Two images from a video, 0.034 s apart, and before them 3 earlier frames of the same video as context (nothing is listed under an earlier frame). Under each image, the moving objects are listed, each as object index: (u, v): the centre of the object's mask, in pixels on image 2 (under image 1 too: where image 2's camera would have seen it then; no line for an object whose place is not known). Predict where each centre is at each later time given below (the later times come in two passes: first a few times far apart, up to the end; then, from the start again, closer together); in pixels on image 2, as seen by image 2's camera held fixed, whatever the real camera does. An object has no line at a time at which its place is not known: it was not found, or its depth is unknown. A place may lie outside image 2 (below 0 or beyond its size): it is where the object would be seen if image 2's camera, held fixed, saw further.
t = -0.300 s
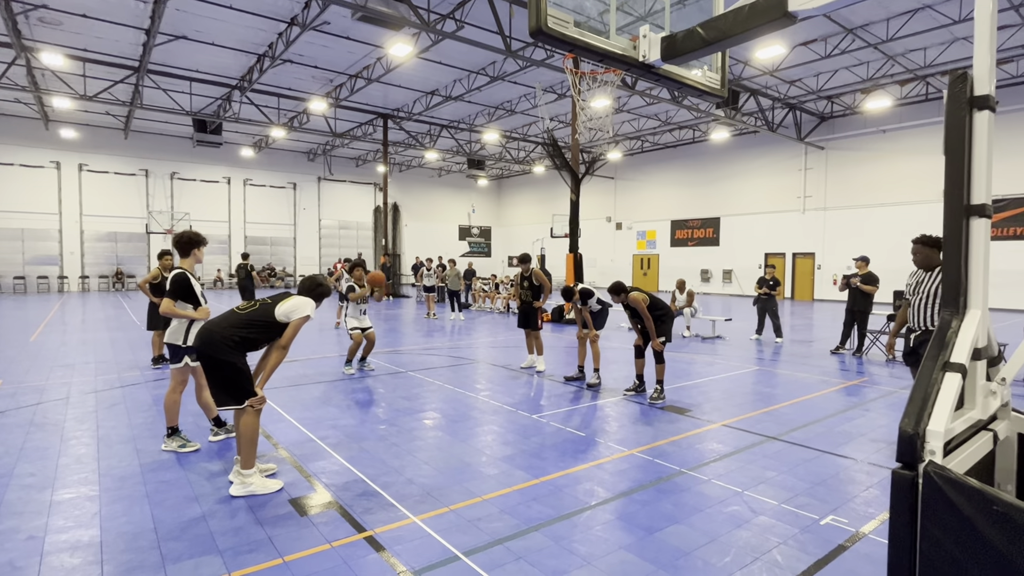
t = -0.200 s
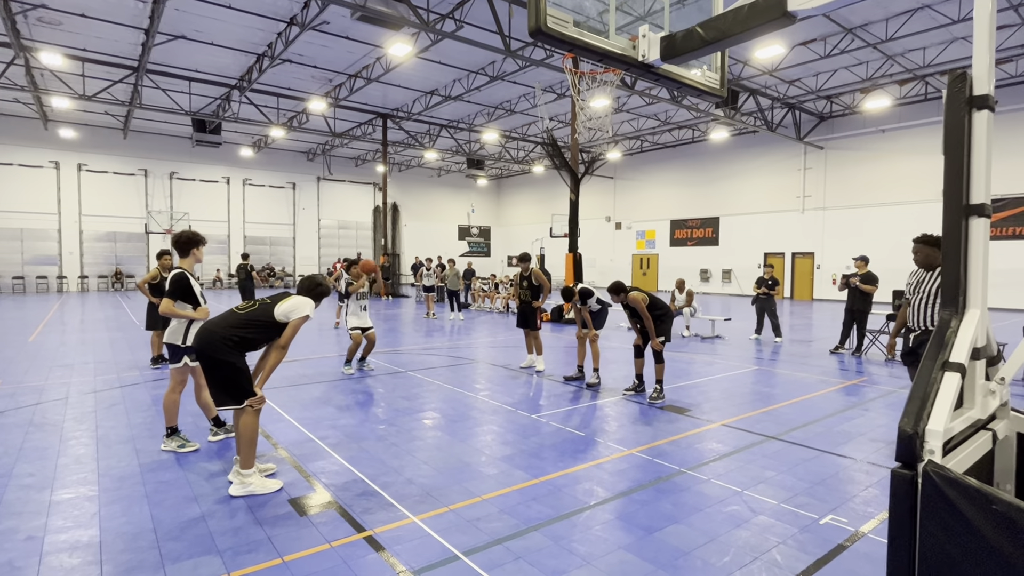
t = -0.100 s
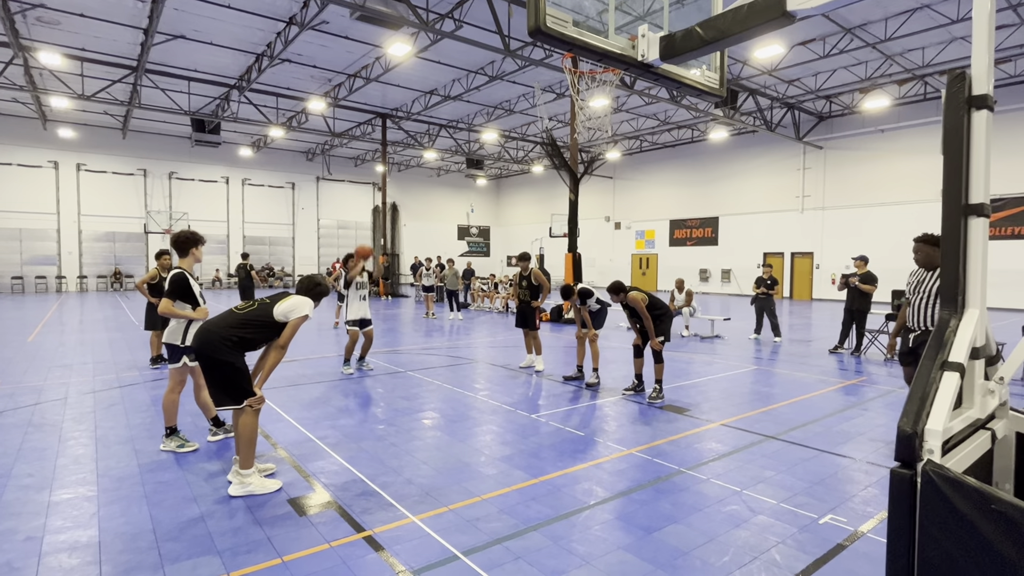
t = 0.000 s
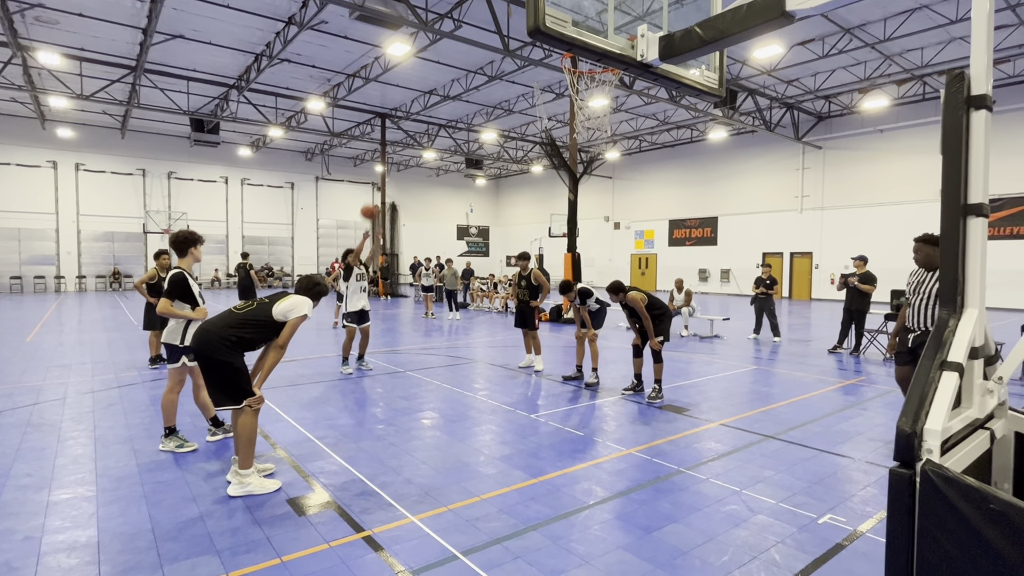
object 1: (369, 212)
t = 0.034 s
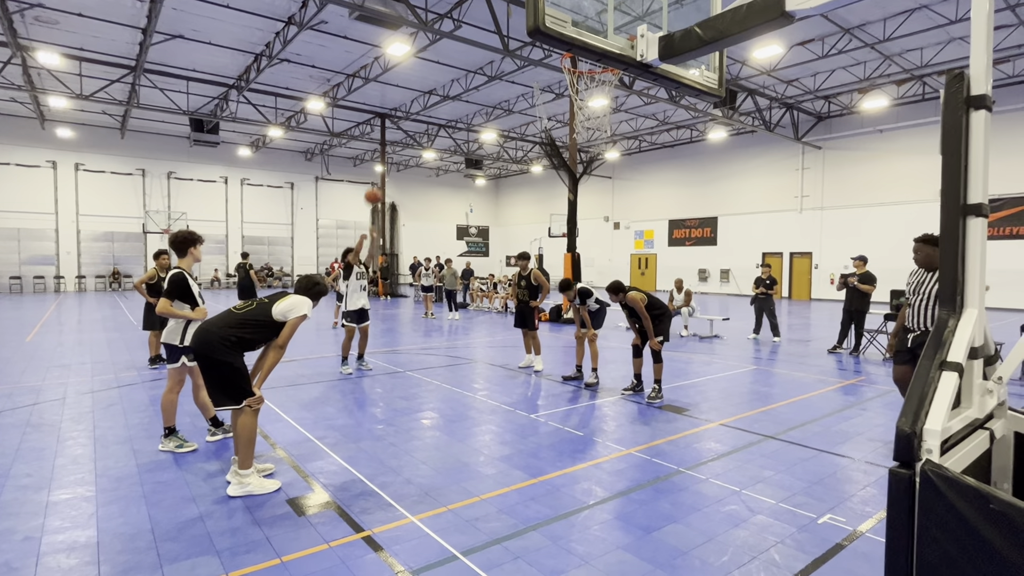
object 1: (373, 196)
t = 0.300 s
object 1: (414, 92)
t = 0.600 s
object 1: (474, 18)
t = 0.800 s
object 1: (520, 11)
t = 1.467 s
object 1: (541, 47)
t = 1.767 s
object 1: (473, 170)
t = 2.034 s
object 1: (421, 353)
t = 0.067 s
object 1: (377, 182)
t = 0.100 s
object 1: (383, 168)
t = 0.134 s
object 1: (387, 154)
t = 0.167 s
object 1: (391, 141)
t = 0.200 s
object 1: (397, 127)
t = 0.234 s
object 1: (402, 114)
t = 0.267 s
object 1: (408, 103)
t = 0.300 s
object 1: (414, 92)
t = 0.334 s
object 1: (420, 80)
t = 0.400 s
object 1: (432, 60)
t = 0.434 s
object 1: (438, 51)
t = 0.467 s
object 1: (445, 43)
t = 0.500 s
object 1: (451, 36)
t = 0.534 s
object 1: (459, 29)
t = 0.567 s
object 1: (466, 23)
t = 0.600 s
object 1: (474, 18)
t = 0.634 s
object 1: (482, 15)
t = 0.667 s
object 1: (490, 12)
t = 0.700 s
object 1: (498, 10)
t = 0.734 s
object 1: (506, 10)
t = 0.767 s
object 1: (515, 11)
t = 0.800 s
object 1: (520, 11)
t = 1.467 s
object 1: (541, 47)
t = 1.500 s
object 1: (534, 52)
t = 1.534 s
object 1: (529, 58)
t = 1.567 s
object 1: (520, 70)
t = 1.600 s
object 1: (512, 84)
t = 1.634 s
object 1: (504, 99)
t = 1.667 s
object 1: (496, 115)
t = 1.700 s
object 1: (488, 134)
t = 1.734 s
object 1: (480, 153)
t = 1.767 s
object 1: (473, 170)
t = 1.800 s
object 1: (466, 191)
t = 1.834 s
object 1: (459, 212)
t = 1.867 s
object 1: (453, 234)
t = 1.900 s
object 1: (446, 256)
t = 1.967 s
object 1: (435, 303)
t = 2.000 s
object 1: (429, 327)
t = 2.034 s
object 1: (421, 353)
